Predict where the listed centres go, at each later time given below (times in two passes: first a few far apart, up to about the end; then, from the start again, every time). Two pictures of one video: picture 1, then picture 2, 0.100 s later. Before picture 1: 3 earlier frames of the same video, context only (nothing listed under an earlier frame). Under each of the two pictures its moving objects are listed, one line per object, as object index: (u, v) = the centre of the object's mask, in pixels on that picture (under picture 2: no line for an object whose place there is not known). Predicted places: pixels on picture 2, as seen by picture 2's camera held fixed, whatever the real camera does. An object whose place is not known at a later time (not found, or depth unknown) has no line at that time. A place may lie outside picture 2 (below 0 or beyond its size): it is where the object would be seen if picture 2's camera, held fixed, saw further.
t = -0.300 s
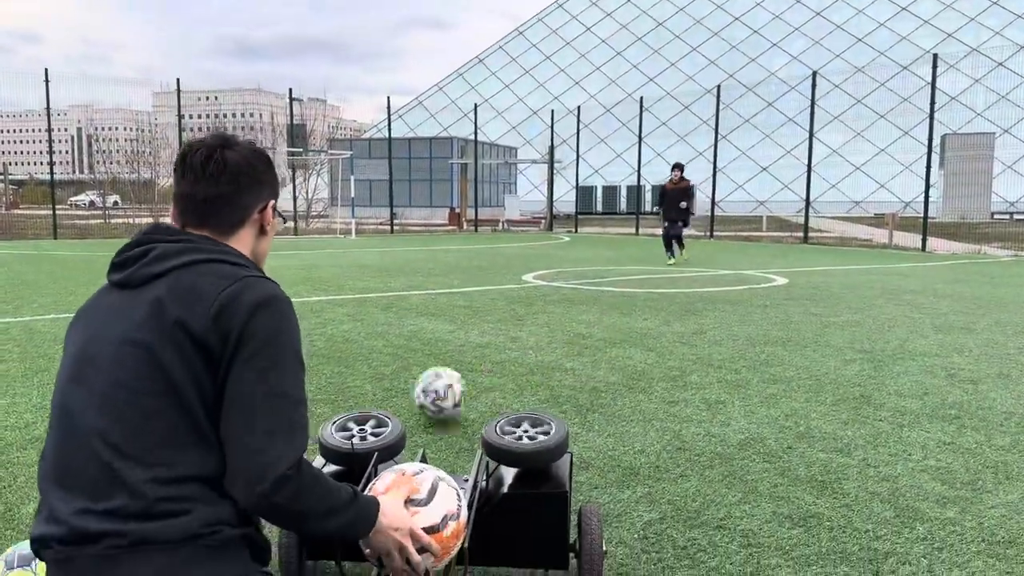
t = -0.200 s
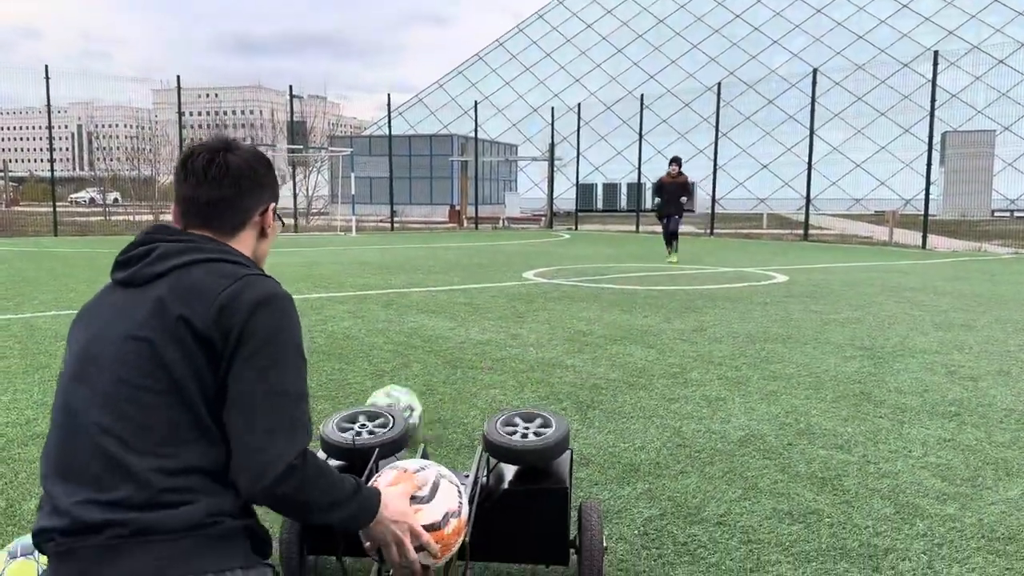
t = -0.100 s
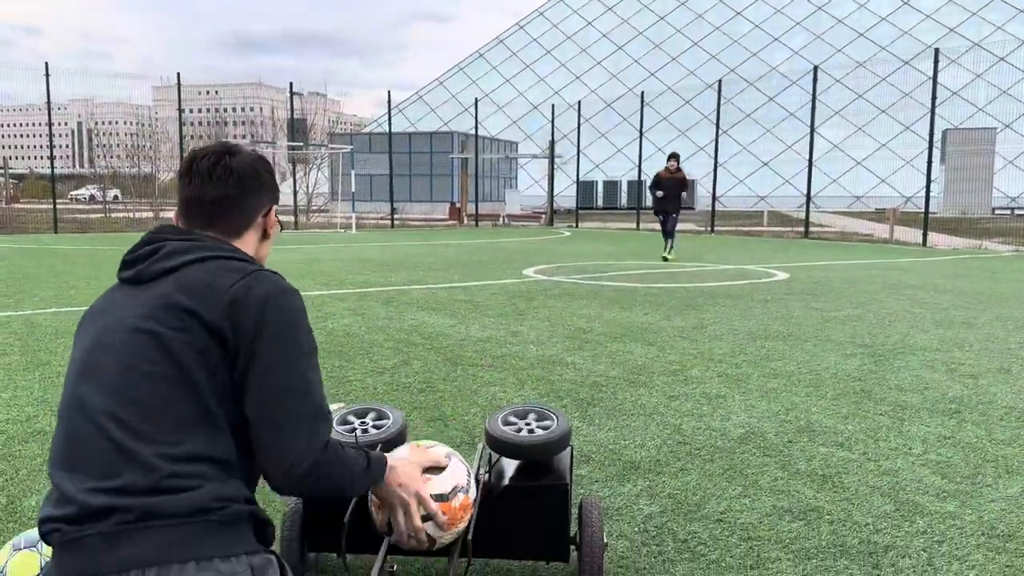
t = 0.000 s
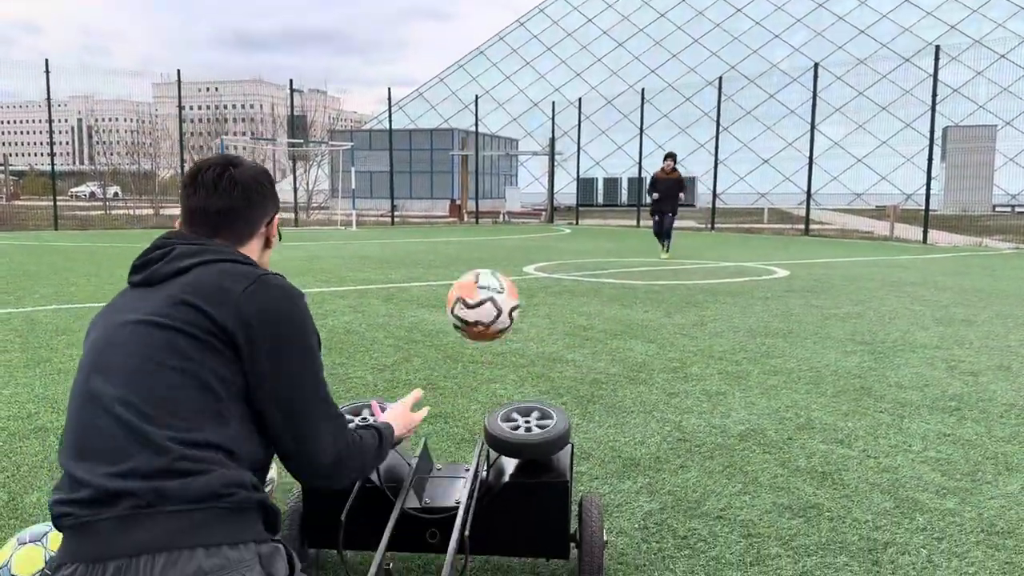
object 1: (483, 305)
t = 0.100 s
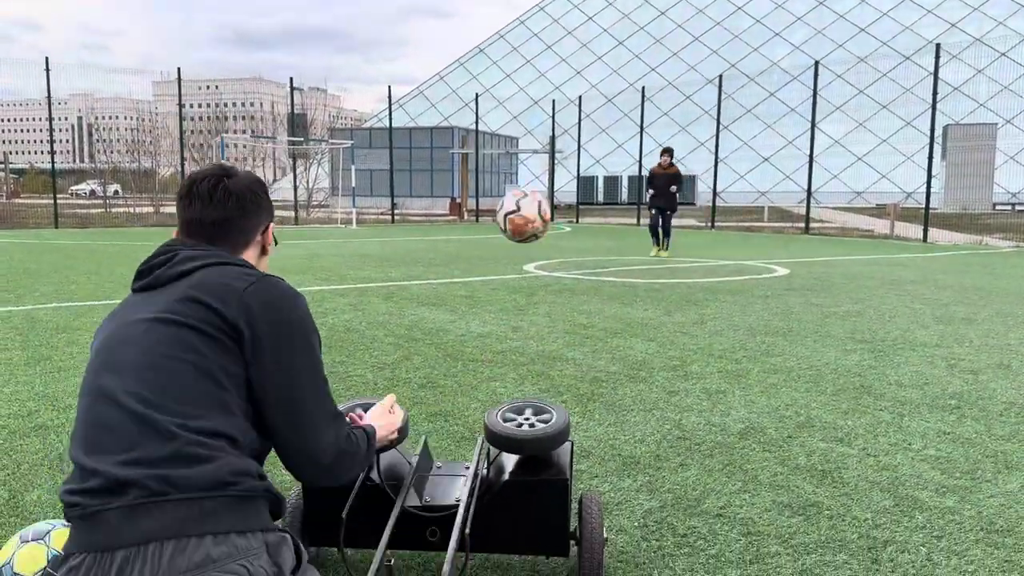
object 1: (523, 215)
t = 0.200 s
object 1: (548, 184)
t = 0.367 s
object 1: (571, 182)
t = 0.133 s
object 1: (532, 201)
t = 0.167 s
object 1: (541, 191)
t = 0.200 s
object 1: (548, 184)
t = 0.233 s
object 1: (554, 180)
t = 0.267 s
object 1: (558, 177)
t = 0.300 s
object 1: (564, 176)
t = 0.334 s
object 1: (568, 180)
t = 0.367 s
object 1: (571, 182)
